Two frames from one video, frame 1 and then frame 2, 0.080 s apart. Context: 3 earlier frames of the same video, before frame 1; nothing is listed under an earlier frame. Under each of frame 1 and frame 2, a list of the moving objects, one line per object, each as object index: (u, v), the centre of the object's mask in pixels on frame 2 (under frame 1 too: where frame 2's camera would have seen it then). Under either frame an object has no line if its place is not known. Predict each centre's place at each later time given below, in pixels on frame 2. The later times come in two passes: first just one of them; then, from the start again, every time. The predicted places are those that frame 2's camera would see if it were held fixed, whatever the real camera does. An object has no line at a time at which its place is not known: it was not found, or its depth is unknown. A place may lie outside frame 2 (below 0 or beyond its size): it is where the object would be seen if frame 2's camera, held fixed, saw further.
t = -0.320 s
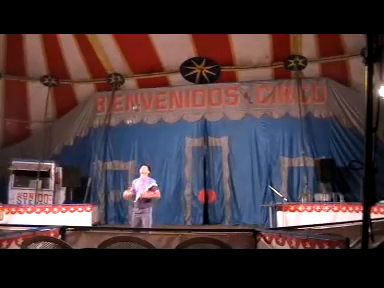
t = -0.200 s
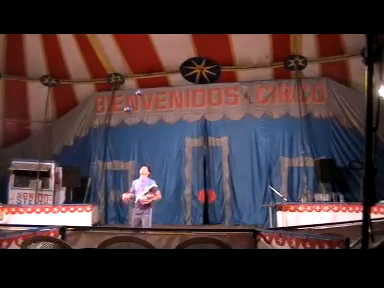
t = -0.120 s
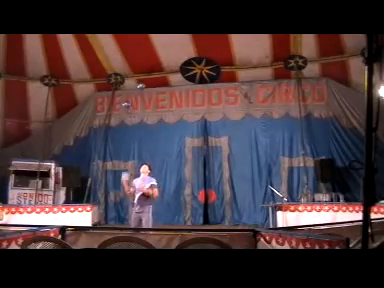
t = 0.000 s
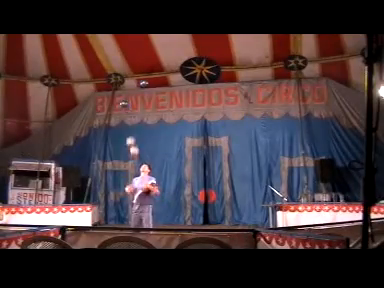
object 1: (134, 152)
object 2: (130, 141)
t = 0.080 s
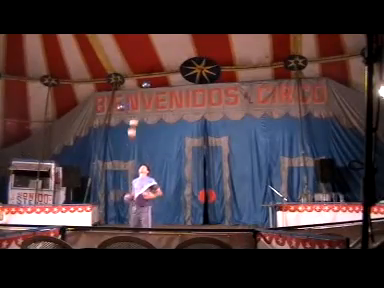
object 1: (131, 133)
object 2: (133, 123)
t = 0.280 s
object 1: (126, 104)
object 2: (141, 91)
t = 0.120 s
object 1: (131, 125)
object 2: (135, 114)
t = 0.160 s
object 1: (129, 119)
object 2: (136, 108)
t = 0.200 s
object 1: (128, 113)
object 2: (138, 101)
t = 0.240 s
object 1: (127, 108)
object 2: (139, 96)
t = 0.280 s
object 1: (126, 104)
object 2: (141, 91)
